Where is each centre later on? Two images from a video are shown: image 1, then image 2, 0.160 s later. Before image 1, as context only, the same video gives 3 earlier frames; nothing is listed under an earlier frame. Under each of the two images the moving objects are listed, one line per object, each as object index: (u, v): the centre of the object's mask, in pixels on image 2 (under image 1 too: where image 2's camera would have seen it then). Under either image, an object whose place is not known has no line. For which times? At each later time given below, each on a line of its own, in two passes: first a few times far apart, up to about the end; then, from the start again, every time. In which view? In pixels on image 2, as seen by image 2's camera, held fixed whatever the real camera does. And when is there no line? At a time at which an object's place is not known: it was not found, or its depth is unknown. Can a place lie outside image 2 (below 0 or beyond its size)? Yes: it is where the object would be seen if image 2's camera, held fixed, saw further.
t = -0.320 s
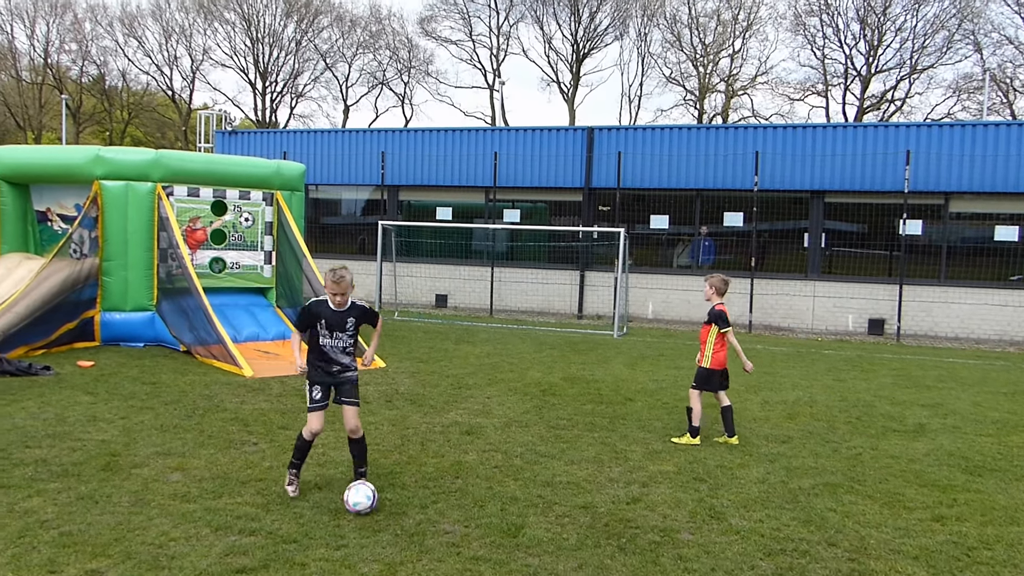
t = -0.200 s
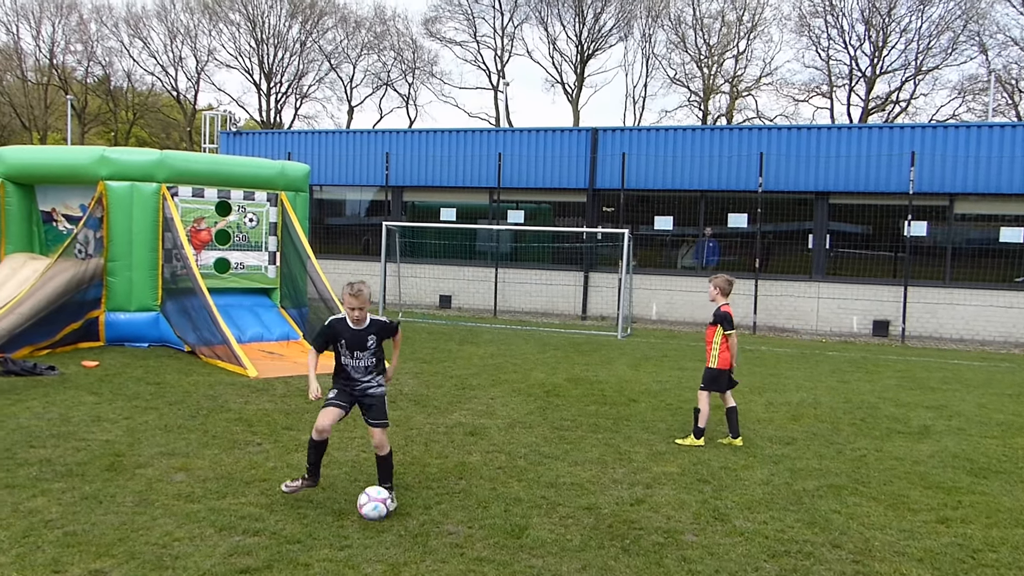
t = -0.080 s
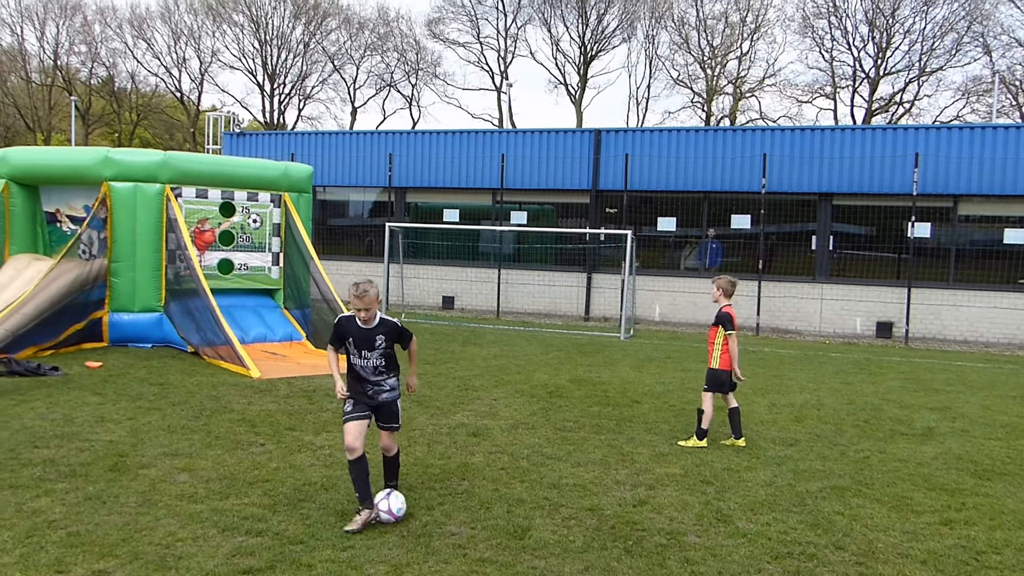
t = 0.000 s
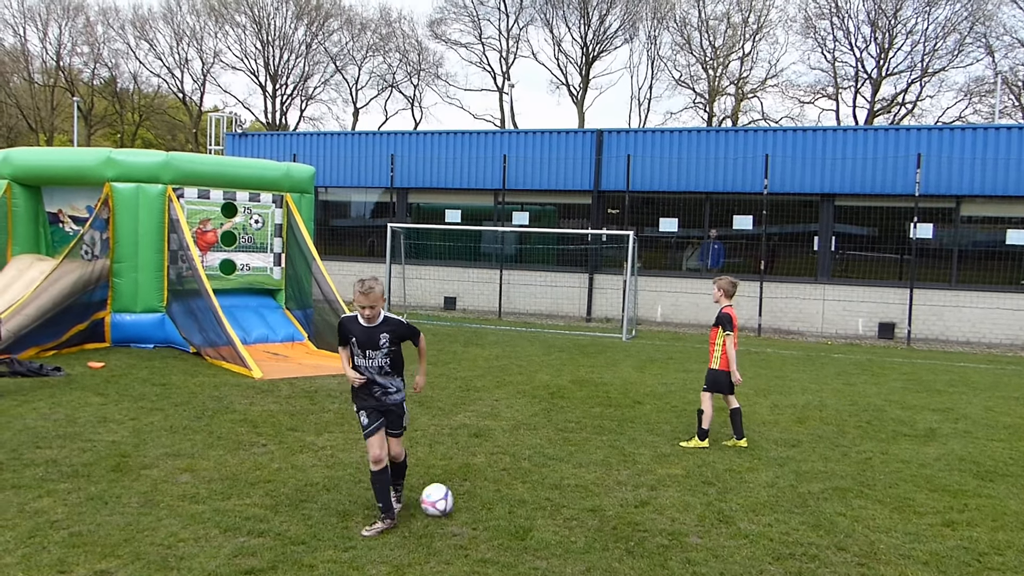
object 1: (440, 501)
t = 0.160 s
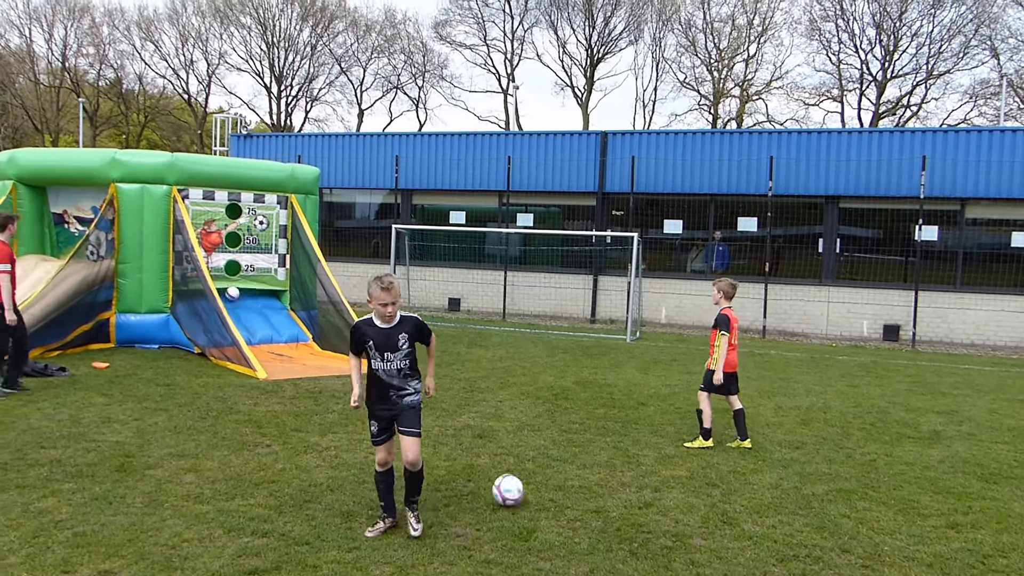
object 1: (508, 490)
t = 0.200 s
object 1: (521, 490)
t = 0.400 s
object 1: (582, 485)
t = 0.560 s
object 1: (625, 481)
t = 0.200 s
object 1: (521, 490)
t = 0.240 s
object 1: (534, 490)
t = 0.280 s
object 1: (547, 490)
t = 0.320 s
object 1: (559, 488)
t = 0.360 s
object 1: (571, 488)
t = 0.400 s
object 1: (582, 485)
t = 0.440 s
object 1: (593, 485)
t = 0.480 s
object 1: (604, 484)
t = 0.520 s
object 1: (614, 482)
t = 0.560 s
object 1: (625, 481)
